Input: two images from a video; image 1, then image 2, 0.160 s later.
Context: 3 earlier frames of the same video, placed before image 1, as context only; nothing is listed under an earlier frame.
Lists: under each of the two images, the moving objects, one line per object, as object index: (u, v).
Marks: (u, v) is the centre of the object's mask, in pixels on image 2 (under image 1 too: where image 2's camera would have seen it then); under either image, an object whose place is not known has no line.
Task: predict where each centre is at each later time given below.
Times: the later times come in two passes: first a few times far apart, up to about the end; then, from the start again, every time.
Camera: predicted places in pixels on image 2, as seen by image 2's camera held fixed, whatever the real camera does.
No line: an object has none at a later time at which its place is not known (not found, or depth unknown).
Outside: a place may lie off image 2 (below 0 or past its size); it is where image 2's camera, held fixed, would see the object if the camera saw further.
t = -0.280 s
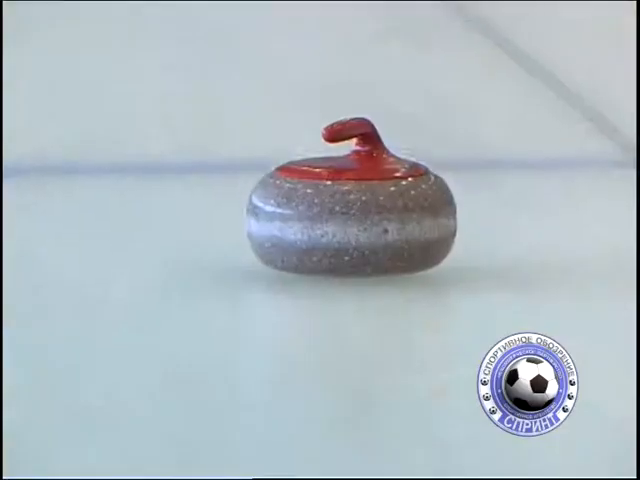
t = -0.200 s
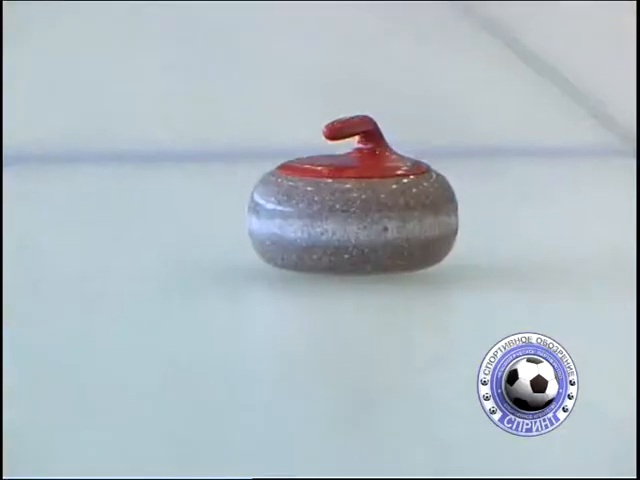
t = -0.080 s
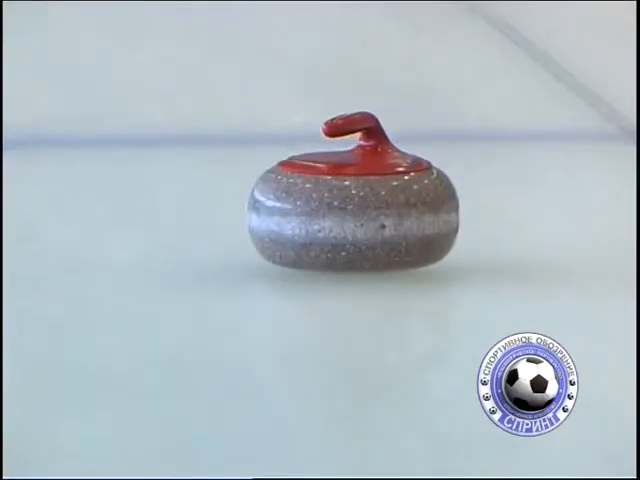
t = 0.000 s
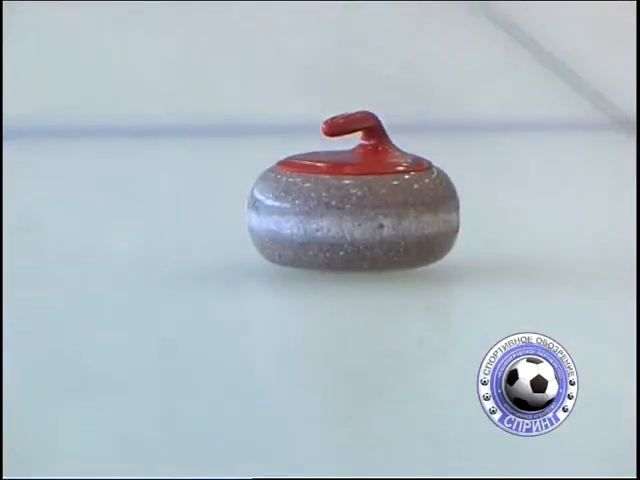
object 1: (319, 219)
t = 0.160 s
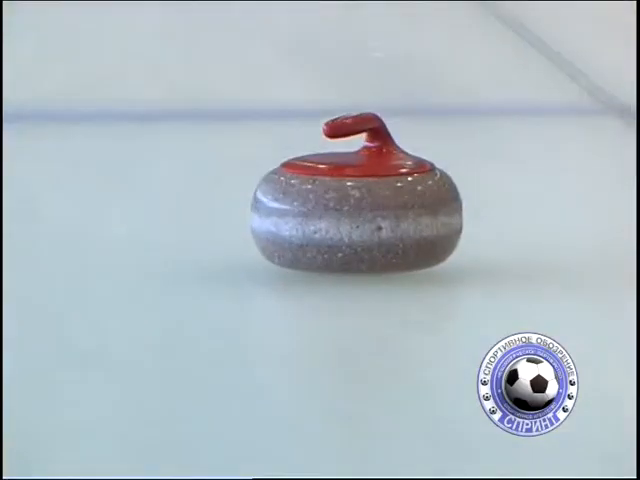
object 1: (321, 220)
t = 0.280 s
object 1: (324, 224)
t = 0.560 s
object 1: (328, 222)
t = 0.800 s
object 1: (328, 238)
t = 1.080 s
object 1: (325, 260)
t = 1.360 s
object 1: (310, 278)
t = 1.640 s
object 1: (287, 279)
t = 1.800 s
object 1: (286, 273)
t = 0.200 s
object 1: (321, 221)
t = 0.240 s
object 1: (322, 223)
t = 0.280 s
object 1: (324, 224)
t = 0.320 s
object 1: (325, 225)
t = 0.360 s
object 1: (327, 226)
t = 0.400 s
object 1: (320, 227)
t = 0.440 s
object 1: (327, 229)
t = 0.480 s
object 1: (326, 231)
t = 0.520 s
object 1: (323, 234)
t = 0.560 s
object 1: (328, 222)
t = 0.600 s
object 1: (329, 224)
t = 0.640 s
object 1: (328, 227)
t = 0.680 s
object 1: (324, 243)
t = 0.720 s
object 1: (329, 232)
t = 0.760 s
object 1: (328, 235)
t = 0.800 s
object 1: (328, 238)
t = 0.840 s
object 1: (326, 241)
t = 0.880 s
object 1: (328, 245)
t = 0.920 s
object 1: (328, 248)
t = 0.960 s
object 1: (328, 252)
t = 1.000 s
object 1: (315, 255)
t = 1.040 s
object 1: (326, 257)
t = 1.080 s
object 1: (325, 260)
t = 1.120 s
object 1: (325, 262)
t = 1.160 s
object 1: (326, 265)
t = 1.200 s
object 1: (326, 267)
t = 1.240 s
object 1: (323, 269)
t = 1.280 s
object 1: (319, 275)
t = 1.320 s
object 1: (314, 277)
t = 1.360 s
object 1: (310, 278)
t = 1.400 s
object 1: (309, 280)
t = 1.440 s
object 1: (306, 280)
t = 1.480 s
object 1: (307, 281)
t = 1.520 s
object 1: (291, 280)
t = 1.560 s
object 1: (306, 280)
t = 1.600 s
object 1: (290, 280)
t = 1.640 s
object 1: (287, 279)
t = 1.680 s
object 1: (287, 276)
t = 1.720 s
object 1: (286, 276)
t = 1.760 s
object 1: (286, 275)
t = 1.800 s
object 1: (286, 273)
